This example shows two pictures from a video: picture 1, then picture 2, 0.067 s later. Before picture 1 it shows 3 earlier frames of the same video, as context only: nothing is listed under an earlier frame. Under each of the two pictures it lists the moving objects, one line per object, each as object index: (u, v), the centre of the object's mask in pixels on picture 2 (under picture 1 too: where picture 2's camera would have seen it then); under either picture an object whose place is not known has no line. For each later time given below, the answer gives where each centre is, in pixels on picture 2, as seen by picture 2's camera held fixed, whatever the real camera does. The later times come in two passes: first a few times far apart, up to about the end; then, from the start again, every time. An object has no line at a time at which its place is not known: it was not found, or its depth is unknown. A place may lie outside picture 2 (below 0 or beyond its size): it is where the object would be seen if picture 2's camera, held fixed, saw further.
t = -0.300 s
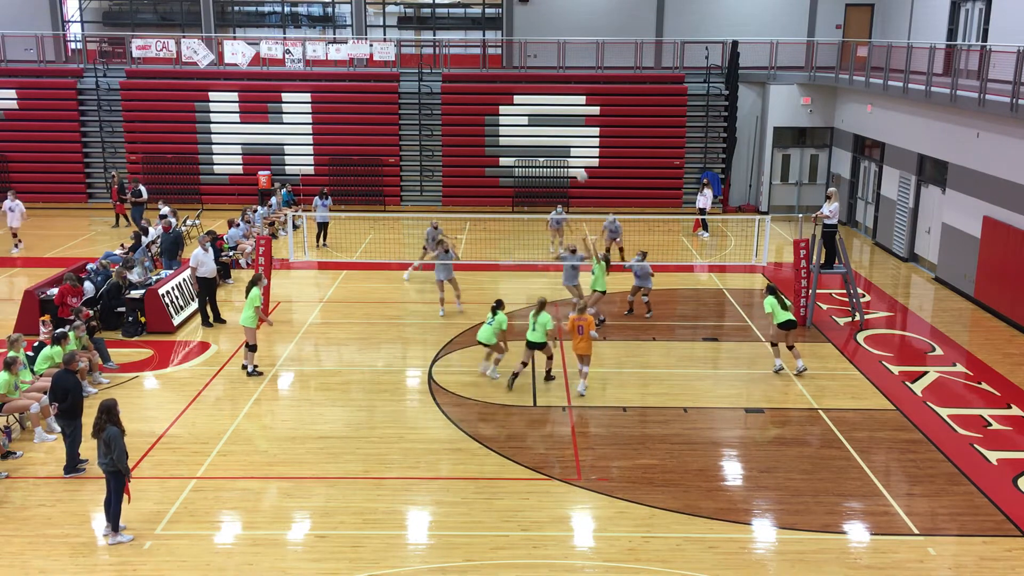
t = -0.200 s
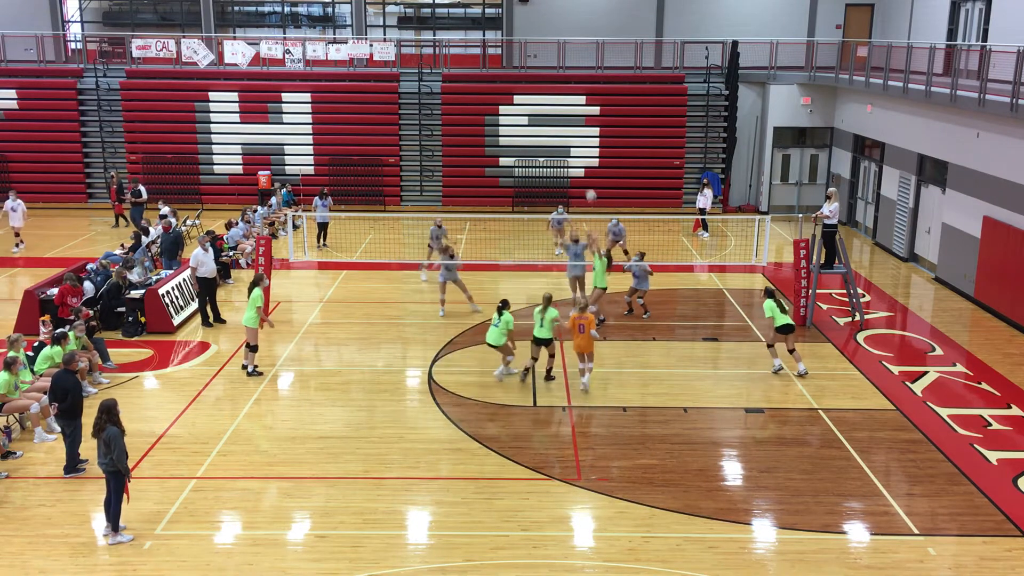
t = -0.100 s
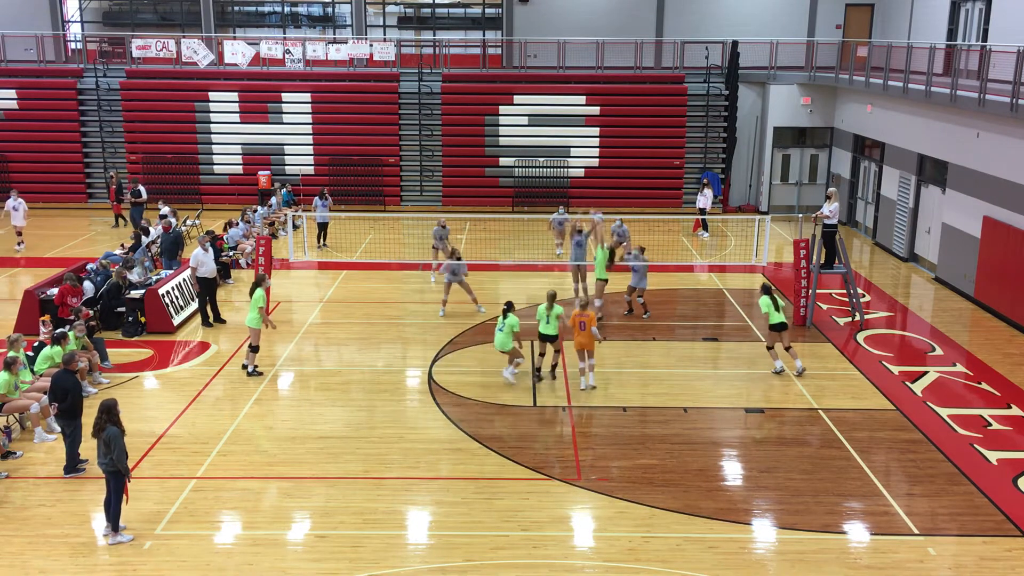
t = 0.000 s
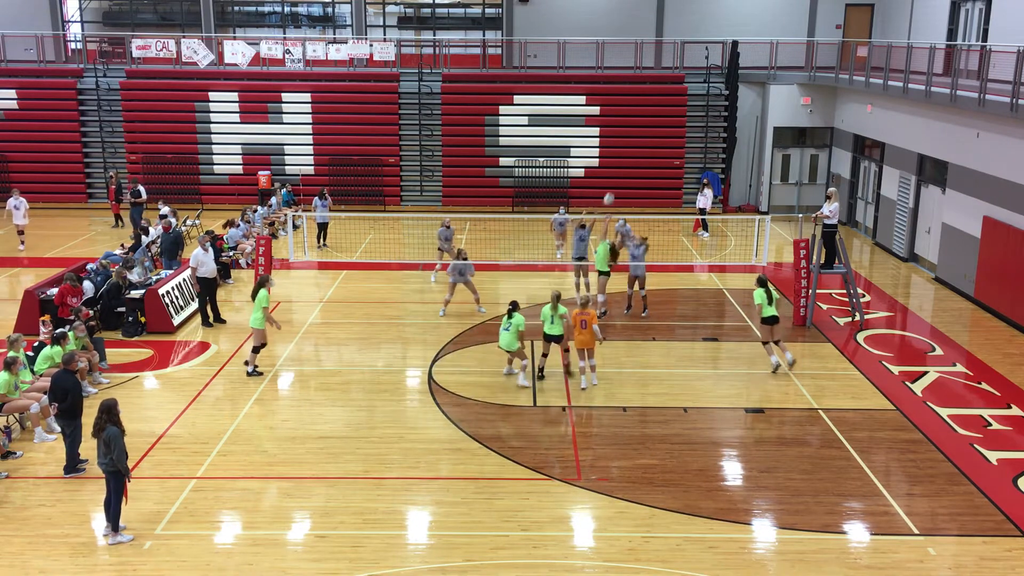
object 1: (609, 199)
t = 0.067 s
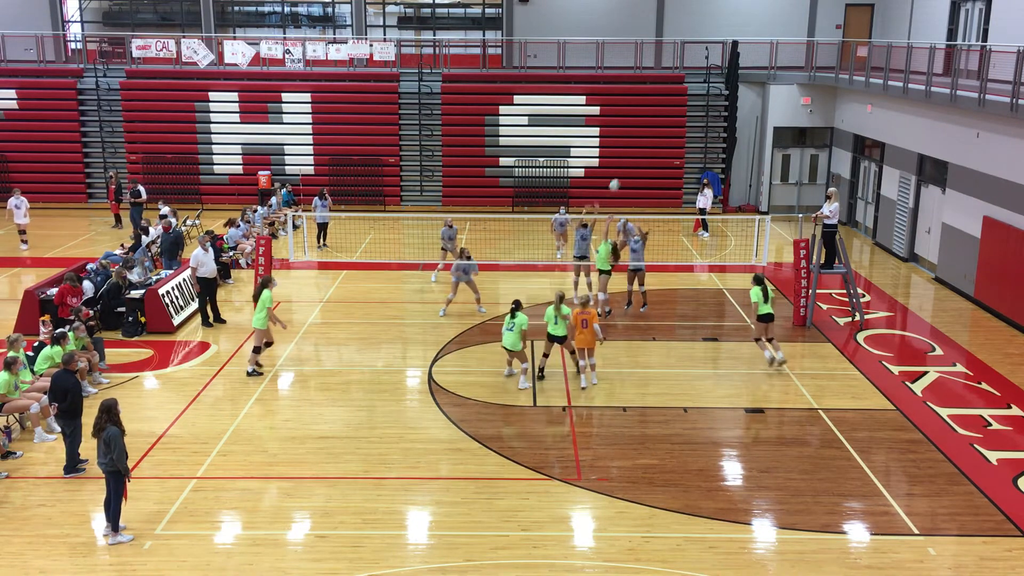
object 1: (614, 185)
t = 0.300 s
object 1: (634, 155)
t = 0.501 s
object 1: (649, 150)
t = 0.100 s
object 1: (617, 179)
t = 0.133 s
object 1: (620, 174)
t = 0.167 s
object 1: (623, 169)
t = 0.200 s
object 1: (626, 164)
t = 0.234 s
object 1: (629, 161)
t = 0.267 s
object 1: (631, 157)
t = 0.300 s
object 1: (634, 155)
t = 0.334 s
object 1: (637, 152)
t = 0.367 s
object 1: (639, 151)
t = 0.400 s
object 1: (642, 150)
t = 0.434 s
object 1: (644, 150)
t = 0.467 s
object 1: (647, 150)
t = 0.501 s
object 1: (649, 150)
